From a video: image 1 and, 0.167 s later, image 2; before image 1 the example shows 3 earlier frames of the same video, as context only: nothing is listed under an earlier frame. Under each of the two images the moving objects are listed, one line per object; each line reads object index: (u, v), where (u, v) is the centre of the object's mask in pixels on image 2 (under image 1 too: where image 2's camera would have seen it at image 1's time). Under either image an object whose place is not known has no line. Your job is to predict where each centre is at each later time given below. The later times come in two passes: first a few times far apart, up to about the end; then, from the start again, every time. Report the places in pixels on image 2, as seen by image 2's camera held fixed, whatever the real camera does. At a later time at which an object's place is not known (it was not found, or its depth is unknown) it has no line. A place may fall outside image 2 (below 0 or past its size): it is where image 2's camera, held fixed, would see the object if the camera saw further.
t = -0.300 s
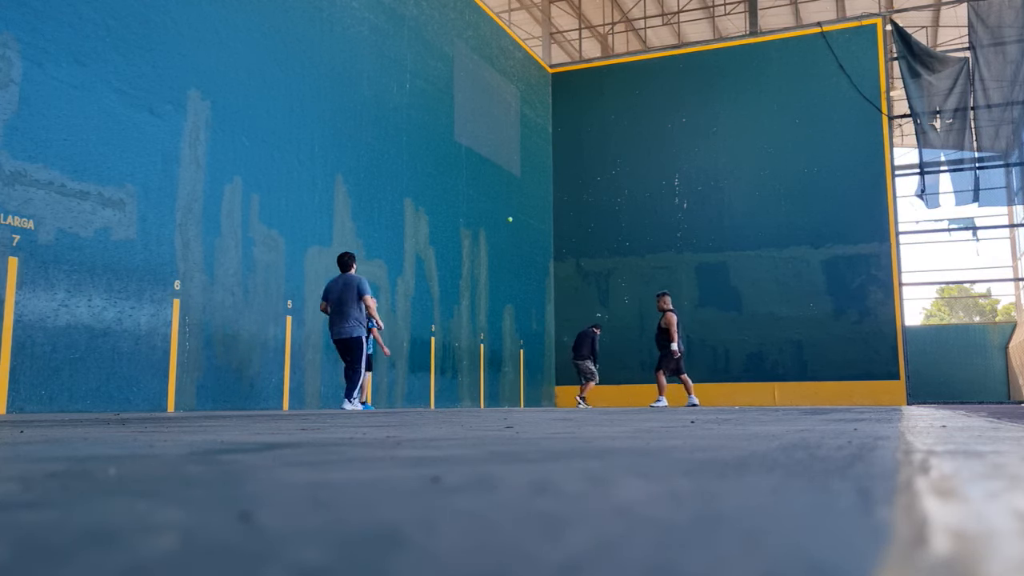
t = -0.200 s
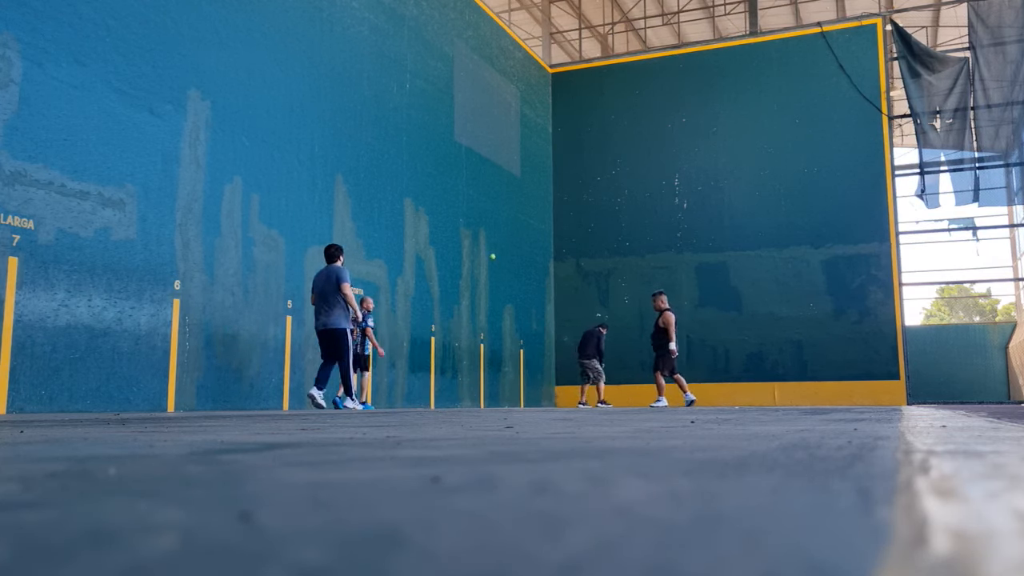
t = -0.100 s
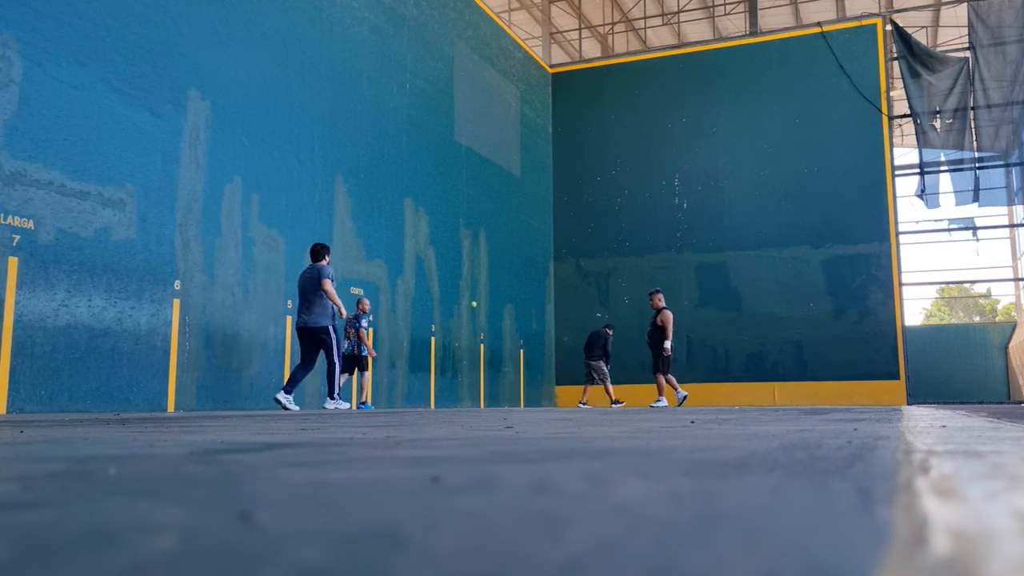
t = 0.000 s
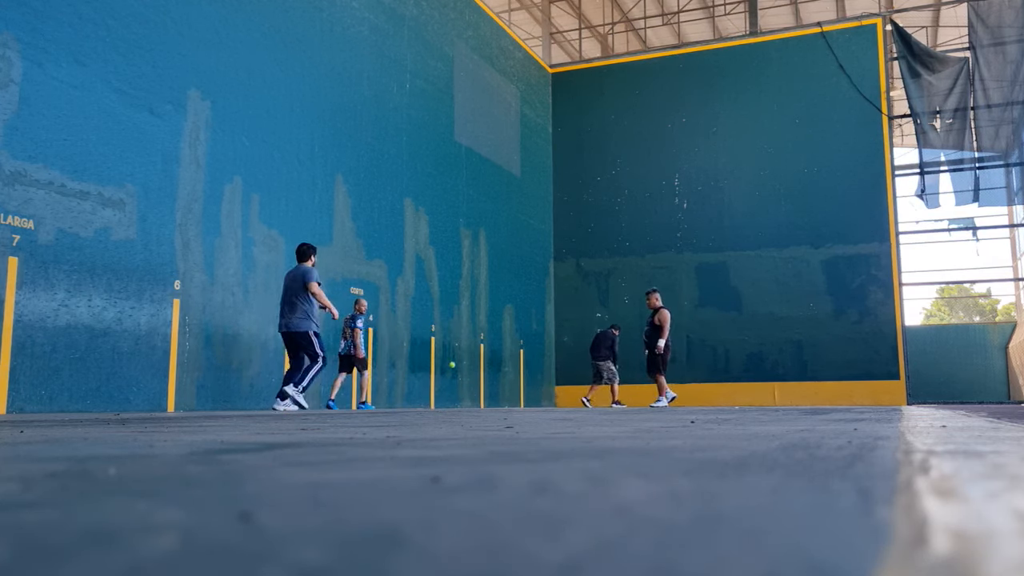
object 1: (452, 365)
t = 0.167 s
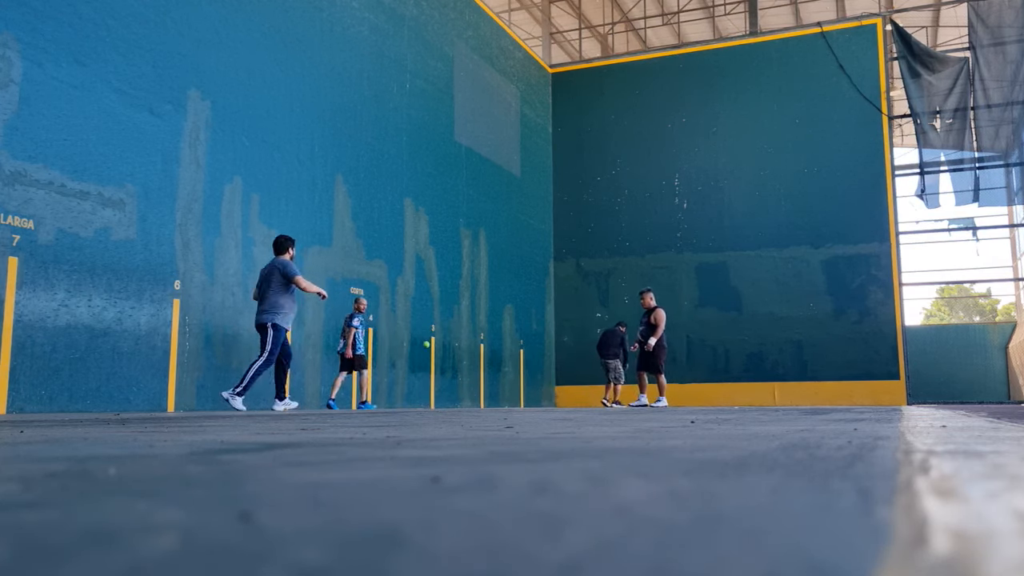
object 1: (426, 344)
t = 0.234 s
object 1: (419, 309)
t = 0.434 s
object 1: (394, 221)
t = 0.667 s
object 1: (362, 154)
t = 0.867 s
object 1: (331, 133)
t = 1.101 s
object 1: (288, 158)
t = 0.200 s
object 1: (422, 326)
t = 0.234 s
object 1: (419, 309)
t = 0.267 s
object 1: (415, 292)
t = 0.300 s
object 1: (411, 276)
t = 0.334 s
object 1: (406, 261)
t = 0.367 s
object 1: (403, 247)
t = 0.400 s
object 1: (399, 233)
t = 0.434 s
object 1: (394, 221)
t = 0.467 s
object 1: (390, 209)
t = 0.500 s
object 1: (386, 198)
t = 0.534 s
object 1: (381, 187)
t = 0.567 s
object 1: (377, 178)
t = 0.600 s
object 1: (372, 169)
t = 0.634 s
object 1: (367, 161)
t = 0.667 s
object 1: (362, 154)
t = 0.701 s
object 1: (357, 148)
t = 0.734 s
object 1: (352, 143)
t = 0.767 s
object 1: (347, 139)
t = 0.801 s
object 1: (342, 136)
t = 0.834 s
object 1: (336, 134)
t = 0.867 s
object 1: (331, 133)
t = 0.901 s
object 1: (325, 133)
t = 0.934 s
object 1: (319, 134)
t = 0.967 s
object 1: (313, 136)
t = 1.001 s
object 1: (307, 140)
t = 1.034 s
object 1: (301, 145)
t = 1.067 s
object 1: (294, 151)
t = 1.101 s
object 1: (288, 158)
